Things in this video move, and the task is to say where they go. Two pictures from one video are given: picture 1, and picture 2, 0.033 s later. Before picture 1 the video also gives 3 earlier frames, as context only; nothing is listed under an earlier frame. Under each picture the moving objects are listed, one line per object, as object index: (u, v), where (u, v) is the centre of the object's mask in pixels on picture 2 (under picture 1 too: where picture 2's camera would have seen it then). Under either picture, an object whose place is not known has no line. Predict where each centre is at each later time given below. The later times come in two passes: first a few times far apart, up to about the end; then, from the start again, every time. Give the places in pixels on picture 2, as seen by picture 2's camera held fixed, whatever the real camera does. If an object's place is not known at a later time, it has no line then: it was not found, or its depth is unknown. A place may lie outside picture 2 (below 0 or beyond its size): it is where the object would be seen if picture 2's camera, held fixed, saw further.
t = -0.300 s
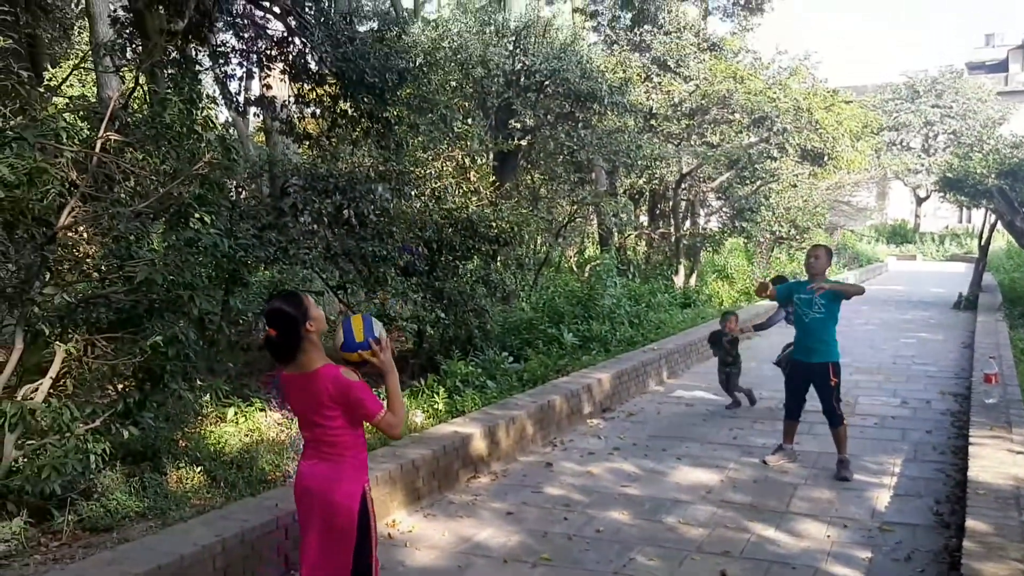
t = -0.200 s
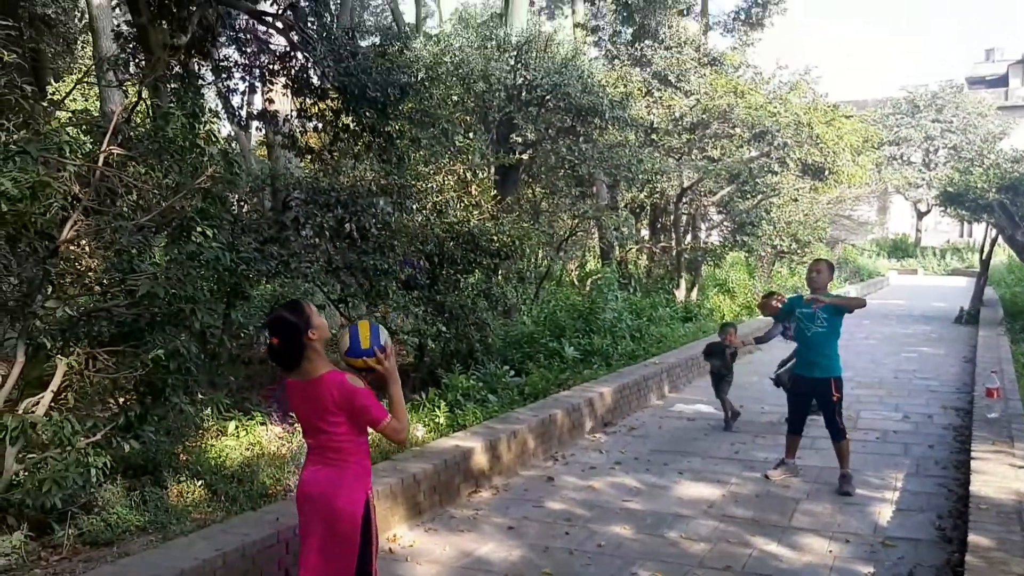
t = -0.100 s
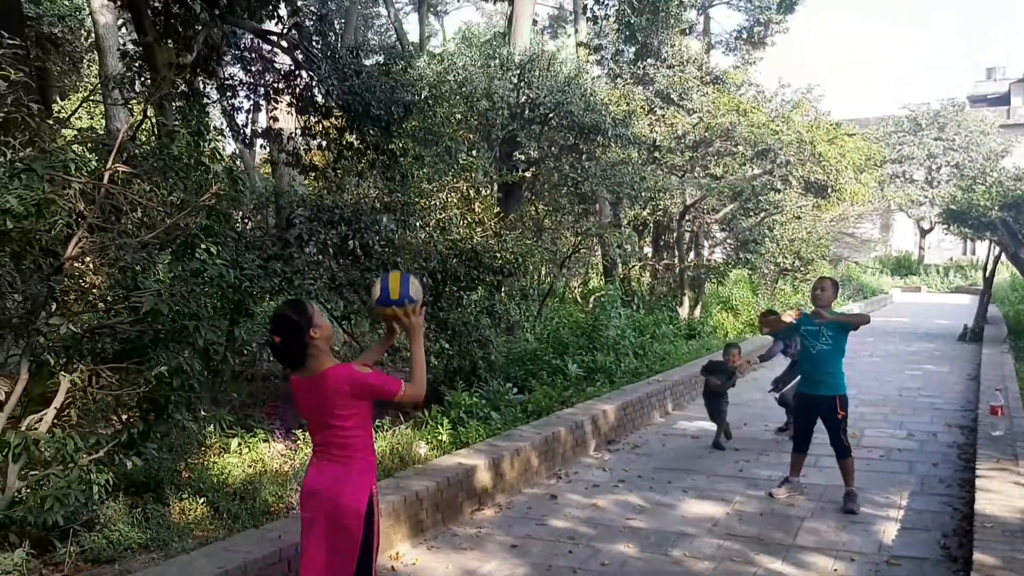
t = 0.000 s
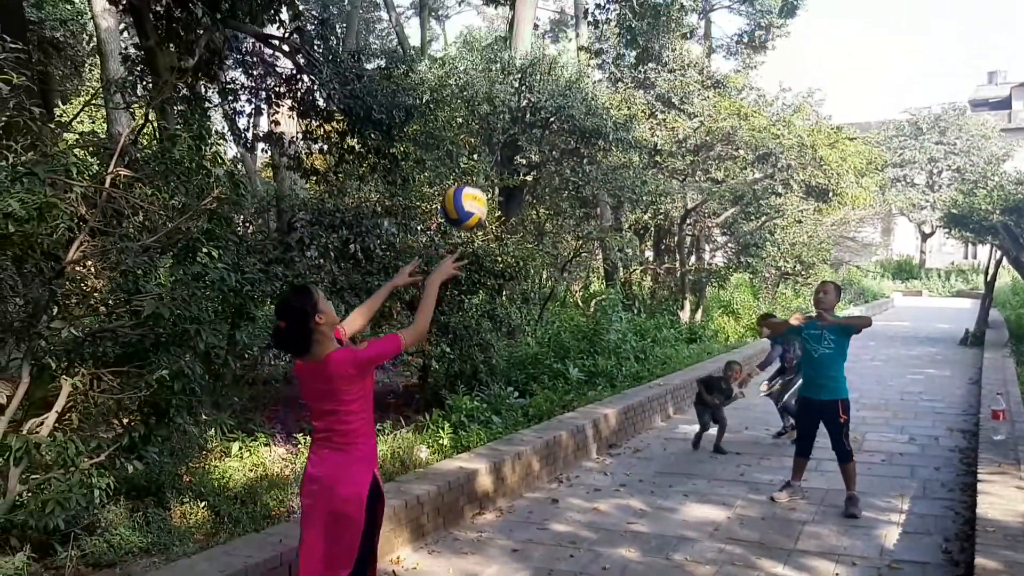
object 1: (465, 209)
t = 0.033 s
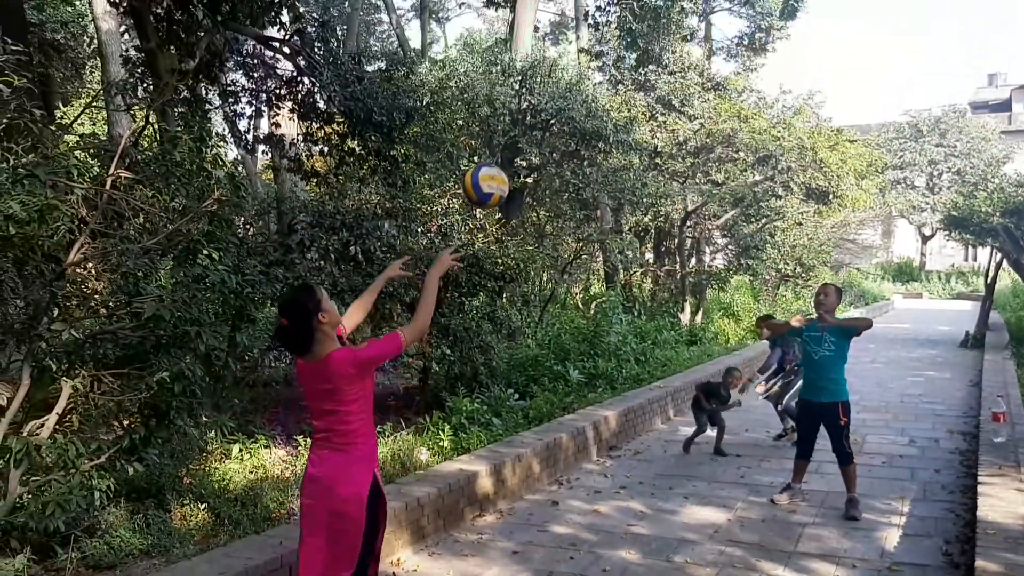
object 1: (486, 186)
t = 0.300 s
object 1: (622, 107)
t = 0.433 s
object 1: (674, 121)
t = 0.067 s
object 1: (506, 167)
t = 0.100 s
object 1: (523, 152)
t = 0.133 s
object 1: (543, 137)
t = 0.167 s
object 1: (560, 126)
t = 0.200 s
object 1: (577, 118)
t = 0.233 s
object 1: (593, 112)
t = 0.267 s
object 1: (608, 109)
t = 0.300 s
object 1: (622, 107)
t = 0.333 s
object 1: (636, 107)
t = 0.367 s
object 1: (650, 110)
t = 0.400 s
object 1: (662, 114)
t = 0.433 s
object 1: (674, 121)
